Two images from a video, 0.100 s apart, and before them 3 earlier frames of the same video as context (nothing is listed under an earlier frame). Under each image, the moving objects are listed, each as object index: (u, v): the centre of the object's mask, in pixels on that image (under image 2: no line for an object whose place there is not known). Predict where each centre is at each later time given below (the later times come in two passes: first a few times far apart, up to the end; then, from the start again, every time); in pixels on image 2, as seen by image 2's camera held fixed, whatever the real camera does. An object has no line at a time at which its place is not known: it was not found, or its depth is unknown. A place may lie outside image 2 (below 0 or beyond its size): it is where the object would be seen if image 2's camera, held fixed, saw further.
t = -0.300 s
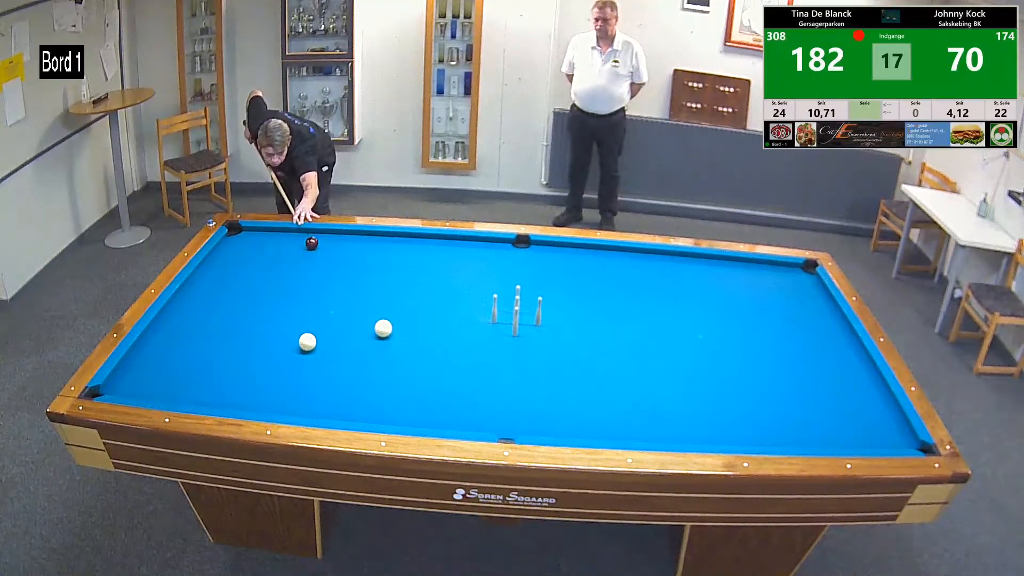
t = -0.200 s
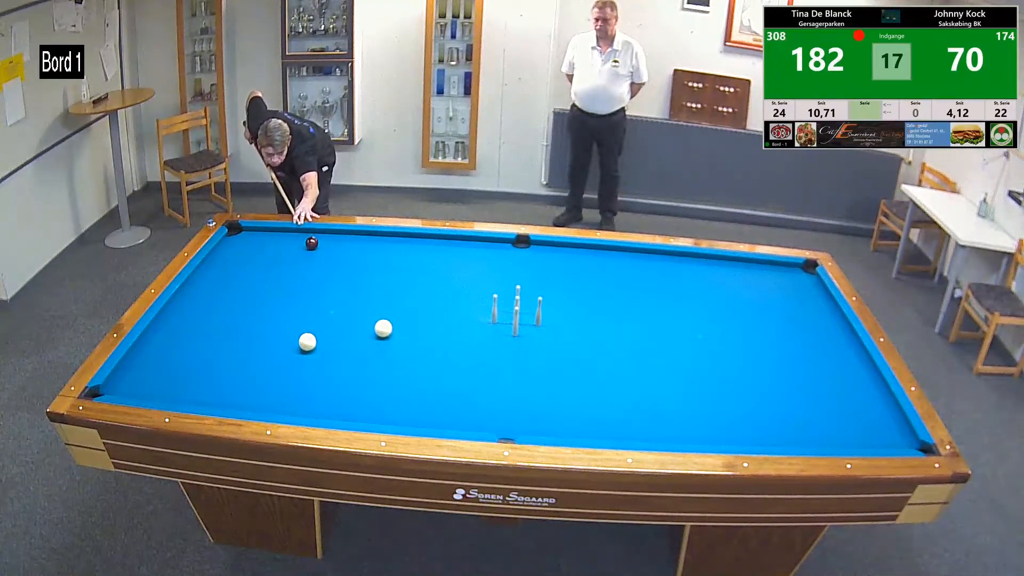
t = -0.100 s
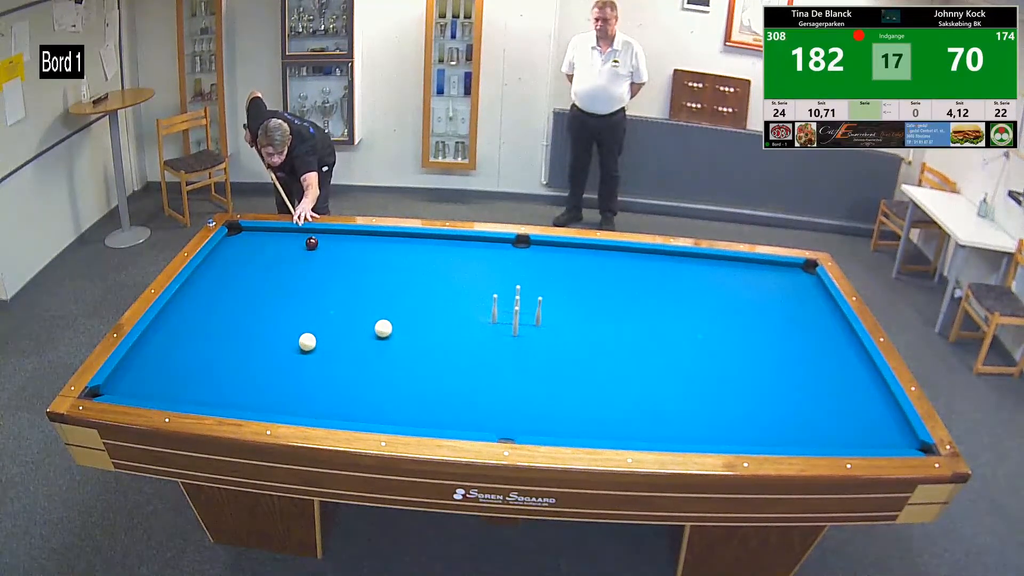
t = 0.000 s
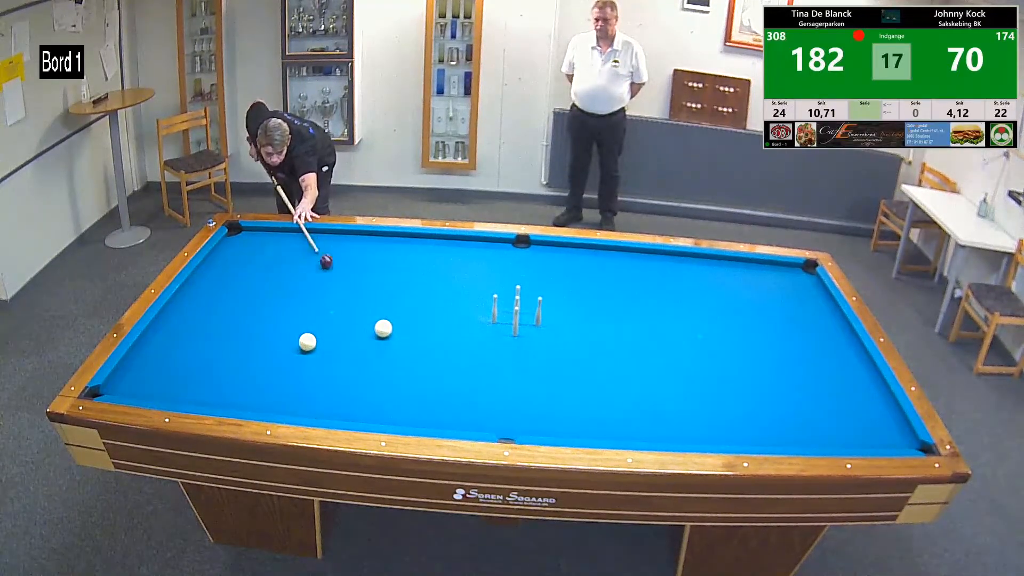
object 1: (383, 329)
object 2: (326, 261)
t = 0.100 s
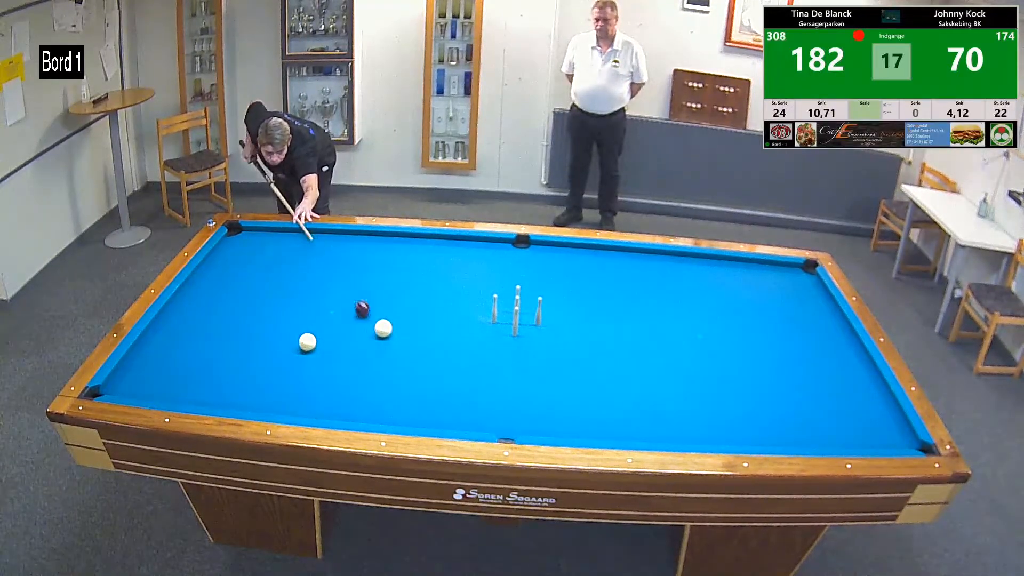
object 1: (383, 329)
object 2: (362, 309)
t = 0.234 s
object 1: (462, 382)
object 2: (352, 334)
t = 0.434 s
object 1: (584, 401)
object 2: (322, 352)
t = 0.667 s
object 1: (657, 350)
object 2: (285, 373)
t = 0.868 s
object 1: (704, 319)
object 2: (252, 392)
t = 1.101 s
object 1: (748, 290)
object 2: (222, 399)
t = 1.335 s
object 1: (784, 266)
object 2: (208, 383)
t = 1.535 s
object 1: (813, 280)
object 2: (196, 369)
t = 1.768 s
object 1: (814, 290)
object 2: (185, 355)
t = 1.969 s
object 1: (807, 297)
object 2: (175, 344)
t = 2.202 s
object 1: (799, 305)
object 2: (166, 331)
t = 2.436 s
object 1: (792, 313)
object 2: (158, 321)
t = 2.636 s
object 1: (785, 321)
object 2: (173, 314)
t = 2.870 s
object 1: (776, 329)
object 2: (189, 306)
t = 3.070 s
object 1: (769, 337)
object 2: (202, 300)
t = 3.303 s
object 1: (760, 346)
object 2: (217, 293)
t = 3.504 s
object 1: (752, 354)
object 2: (229, 288)
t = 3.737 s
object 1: (743, 364)
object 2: (242, 282)
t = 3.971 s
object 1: (734, 374)
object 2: (255, 277)
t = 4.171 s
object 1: (726, 382)
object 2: (265, 273)
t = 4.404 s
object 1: (717, 392)
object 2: (276, 267)
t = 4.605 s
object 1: (708, 400)
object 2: (286, 263)
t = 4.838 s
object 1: (699, 410)
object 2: (295, 259)
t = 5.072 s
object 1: (689, 420)
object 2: (304, 255)
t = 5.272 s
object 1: (681, 429)
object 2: (312, 252)
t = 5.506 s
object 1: (671, 437)
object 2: (320, 248)
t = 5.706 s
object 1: (663, 434)
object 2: (327, 245)
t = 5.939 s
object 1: (655, 429)
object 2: (334, 242)
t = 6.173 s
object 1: (647, 423)
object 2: (340, 239)
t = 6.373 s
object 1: (641, 419)
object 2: (345, 237)
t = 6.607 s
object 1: (635, 414)
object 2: (351, 235)
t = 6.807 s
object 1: (630, 410)
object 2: (354, 234)
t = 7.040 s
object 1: (624, 406)
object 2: (355, 235)
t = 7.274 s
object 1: (620, 403)
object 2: (357, 236)
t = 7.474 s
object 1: (616, 400)
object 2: (358, 237)
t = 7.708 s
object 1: (612, 397)
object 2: (358, 238)
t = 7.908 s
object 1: (610, 395)
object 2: (359, 239)
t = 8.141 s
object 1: (607, 394)
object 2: (360, 239)
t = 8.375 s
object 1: (604, 392)
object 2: (360, 240)
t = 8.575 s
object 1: (603, 391)
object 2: (360, 239)
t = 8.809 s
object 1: (602, 390)
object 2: (360, 240)
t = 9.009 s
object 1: (601, 390)
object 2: (360, 240)
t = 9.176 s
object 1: (601, 389)
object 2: (360, 240)
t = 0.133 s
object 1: (389, 333)
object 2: (371, 323)
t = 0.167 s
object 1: (412, 348)
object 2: (364, 327)
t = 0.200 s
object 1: (436, 365)
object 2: (358, 331)
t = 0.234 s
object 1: (462, 382)
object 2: (352, 334)
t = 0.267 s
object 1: (488, 399)
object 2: (347, 338)
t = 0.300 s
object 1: (516, 418)
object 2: (342, 340)
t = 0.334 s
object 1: (543, 430)
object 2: (336, 344)
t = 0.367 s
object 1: (558, 422)
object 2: (332, 346)
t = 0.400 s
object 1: (571, 411)
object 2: (326, 349)
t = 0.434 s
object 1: (584, 401)
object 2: (322, 352)
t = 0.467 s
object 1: (596, 392)
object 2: (317, 355)
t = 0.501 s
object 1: (608, 383)
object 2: (311, 358)
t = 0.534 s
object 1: (619, 375)
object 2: (306, 361)
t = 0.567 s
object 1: (629, 368)
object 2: (301, 364)
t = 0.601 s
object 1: (639, 362)
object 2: (295, 367)
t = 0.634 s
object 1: (648, 356)
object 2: (290, 370)
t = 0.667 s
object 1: (657, 350)
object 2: (285, 373)
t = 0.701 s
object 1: (665, 344)
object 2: (279, 376)
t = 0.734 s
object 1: (674, 339)
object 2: (274, 380)
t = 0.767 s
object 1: (681, 334)
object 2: (269, 383)
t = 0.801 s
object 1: (689, 329)
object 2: (263, 386)
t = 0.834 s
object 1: (697, 324)
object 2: (258, 389)
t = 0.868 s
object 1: (704, 319)
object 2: (252, 392)
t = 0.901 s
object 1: (711, 315)
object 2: (247, 396)
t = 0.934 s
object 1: (717, 310)
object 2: (241, 399)
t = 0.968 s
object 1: (724, 306)
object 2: (236, 401)
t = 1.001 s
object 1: (730, 302)
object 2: (230, 403)
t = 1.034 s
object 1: (736, 298)
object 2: (226, 403)
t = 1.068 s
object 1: (742, 293)
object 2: (224, 401)
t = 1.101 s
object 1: (748, 290)
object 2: (222, 399)
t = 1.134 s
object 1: (754, 286)
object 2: (220, 398)
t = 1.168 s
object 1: (759, 282)
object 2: (218, 395)
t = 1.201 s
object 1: (764, 279)
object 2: (216, 393)
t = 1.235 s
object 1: (769, 275)
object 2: (214, 390)
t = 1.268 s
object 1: (774, 272)
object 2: (212, 388)
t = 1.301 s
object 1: (779, 269)
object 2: (210, 385)
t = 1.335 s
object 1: (784, 266)
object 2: (208, 383)
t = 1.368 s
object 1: (788, 266)
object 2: (206, 381)
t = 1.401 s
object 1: (793, 269)
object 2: (204, 378)
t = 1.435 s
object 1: (798, 272)
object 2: (202, 376)
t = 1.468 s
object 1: (803, 275)
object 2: (200, 374)
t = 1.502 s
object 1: (808, 278)
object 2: (198, 372)
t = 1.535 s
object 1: (813, 280)
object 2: (196, 369)
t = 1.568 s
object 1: (818, 283)
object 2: (195, 368)
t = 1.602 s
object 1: (819, 285)
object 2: (193, 365)
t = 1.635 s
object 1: (818, 286)
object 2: (191, 363)
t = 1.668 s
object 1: (817, 287)
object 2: (189, 361)
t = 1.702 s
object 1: (816, 288)
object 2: (188, 359)
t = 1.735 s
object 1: (815, 289)
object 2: (186, 357)
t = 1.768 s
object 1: (814, 290)
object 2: (185, 355)
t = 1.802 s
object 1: (812, 291)
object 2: (183, 353)
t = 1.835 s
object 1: (811, 292)
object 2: (181, 351)
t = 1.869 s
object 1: (810, 293)
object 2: (180, 349)
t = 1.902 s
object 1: (809, 295)
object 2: (178, 347)
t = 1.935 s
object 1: (808, 296)
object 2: (177, 346)
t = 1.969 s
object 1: (807, 297)
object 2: (175, 344)
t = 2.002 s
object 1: (806, 298)
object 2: (174, 342)
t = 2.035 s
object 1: (805, 299)
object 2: (172, 340)
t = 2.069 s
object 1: (804, 300)
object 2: (171, 338)
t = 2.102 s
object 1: (803, 301)
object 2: (170, 336)
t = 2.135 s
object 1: (802, 303)
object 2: (168, 335)
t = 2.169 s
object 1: (801, 304)
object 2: (167, 333)
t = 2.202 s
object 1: (799, 305)
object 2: (166, 331)
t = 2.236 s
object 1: (798, 306)
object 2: (164, 330)
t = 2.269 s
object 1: (797, 307)
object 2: (163, 328)
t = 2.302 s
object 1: (796, 308)
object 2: (162, 327)
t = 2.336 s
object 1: (795, 310)
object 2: (161, 325)
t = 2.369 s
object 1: (794, 311)
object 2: (160, 323)
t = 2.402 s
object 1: (793, 312)
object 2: (157, 322)
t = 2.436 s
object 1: (792, 313)
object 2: (158, 321)
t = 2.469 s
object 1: (790, 314)
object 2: (161, 320)
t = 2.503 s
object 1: (789, 316)
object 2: (163, 319)
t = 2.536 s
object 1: (788, 317)
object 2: (166, 317)
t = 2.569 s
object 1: (787, 318)
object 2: (168, 316)
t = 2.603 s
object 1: (786, 319)
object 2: (171, 315)
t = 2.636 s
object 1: (785, 321)
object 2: (173, 314)
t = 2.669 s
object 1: (783, 322)
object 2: (176, 313)
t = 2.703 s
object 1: (782, 323)
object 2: (178, 312)
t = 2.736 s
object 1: (781, 324)
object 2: (180, 310)
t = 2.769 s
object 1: (780, 326)
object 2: (182, 309)
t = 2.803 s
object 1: (779, 327)
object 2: (185, 308)
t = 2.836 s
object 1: (777, 328)
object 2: (187, 307)
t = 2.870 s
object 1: (776, 329)
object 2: (189, 306)
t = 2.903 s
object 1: (775, 331)
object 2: (191, 305)
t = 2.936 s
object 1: (774, 332)
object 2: (194, 304)
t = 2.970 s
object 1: (772, 333)
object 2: (196, 303)
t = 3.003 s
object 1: (771, 335)
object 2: (198, 302)
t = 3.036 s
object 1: (770, 336)
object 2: (200, 301)
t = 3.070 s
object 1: (769, 337)
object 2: (202, 300)
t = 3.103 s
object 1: (768, 339)
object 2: (204, 299)
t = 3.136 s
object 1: (766, 340)
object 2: (207, 298)
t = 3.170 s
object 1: (765, 341)
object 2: (209, 297)
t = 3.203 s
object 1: (764, 342)
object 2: (211, 296)
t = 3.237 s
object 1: (762, 344)
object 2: (213, 295)
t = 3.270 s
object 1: (761, 345)
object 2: (215, 294)
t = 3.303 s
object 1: (760, 346)
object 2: (217, 293)
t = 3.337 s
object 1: (759, 348)
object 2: (219, 293)
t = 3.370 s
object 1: (757, 349)
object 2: (221, 292)
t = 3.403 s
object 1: (756, 350)
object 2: (223, 291)
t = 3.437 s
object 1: (755, 352)
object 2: (225, 290)
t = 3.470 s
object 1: (754, 353)
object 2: (227, 289)
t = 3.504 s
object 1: (752, 354)
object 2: (229, 288)
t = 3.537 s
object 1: (751, 356)
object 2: (231, 287)
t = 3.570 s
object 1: (750, 357)
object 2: (233, 287)
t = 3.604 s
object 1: (749, 358)
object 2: (235, 286)
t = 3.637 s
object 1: (747, 360)
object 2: (237, 285)
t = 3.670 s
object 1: (746, 361)
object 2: (239, 284)
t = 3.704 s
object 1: (744, 362)
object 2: (240, 283)
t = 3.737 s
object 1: (743, 364)
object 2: (242, 282)
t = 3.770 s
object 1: (742, 365)
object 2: (244, 281)
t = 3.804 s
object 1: (741, 367)
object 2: (246, 281)
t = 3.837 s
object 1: (739, 368)
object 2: (248, 280)
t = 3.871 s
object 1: (738, 369)
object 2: (249, 279)
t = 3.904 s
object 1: (737, 371)
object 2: (251, 278)
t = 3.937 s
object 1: (735, 372)
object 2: (253, 278)
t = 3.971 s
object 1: (734, 374)
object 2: (255, 277)
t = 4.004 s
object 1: (733, 375)
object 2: (257, 276)
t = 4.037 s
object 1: (731, 376)
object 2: (258, 275)
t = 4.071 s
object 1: (730, 378)
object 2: (260, 275)
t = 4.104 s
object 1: (729, 379)
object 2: (262, 274)
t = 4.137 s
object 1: (727, 381)
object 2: (263, 273)
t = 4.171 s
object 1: (726, 382)
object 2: (265, 273)
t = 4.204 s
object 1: (725, 383)
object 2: (267, 272)
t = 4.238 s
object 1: (723, 385)
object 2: (268, 271)
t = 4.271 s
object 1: (722, 386)
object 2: (270, 270)
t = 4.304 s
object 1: (721, 387)
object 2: (272, 269)
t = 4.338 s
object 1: (719, 389)
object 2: (273, 269)
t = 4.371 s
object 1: (718, 390)
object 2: (275, 268)
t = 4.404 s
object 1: (717, 392)
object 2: (276, 267)
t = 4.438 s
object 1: (715, 393)
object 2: (278, 267)
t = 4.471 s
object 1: (714, 394)
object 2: (279, 266)
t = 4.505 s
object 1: (712, 396)
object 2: (281, 265)
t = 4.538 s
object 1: (711, 397)
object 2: (282, 265)
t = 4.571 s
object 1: (710, 399)
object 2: (284, 264)
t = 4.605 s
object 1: (708, 400)
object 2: (286, 263)
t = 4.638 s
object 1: (707, 402)
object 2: (287, 263)
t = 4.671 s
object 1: (706, 403)
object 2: (288, 262)
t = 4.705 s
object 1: (704, 404)
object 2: (290, 262)
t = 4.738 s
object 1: (703, 406)
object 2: (291, 261)
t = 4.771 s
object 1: (701, 407)
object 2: (293, 260)
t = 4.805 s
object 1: (700, 409)
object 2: (294, 259)
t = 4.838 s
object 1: (699, 410)
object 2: (295, 259)
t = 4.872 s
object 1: (697, 412)
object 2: (297, 258)
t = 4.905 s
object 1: (696, 413)
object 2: (298, 258)
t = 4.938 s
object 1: (695, 414)
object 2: (299, 257)
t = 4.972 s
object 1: (693, 416)
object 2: (301, 257)
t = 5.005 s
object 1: (692, 417)
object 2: (302, 256)
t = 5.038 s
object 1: (690, 419)
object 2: (303, 255)
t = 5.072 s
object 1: (689, 420)
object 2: (304, 255)
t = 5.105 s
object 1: (688, 422)
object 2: (306, 254)
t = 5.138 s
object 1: (686, 423)
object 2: (307, 254)
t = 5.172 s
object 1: (685, 425)
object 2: (308, 253)
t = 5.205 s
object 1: (683, 426)
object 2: (310, 253)
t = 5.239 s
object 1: (682, 427)
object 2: (311, 252)
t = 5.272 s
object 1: (681, 429)
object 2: (312, 252)
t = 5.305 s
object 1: (679, 430)
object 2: (313, 251)
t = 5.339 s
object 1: (678, 432)
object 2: (314, 251)
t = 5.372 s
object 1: (676, 433)
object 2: (315, 250)
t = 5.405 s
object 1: (675, 434)
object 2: (317, 250)
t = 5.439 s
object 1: (674, 435)
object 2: (318, 249)
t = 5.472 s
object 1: (672, 436)
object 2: (319, 249)
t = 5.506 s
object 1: (671, 437)
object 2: (320, 248)
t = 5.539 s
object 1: (670, 437)
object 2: (321, 248)
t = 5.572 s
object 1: (668, 436)
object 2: (322, 247)
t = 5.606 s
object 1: (667, 435)
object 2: (323, 247)
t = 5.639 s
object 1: (666, 435)
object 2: (324, 246)
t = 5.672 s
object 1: (665, 434)
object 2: (326, 246)
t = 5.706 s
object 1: (663, 434)
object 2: (327, 245)
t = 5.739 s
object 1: (662, 433)
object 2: (328, 245)
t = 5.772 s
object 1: (661, 433)
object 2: (329, 244)
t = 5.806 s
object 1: (660, 432)
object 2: (330, 244)
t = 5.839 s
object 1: (658, 431)
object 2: (331, 244)
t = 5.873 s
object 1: (657, 431)
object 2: (332, 243)
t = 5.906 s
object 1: (656, 430)
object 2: (333, 243)
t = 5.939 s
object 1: (655, 429)
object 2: (334, 242)
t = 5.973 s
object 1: (654, 428)
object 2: (335, 242)
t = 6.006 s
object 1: (653, 427)
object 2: (335, 242)
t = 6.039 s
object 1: (651, 426)
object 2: (336, 241)
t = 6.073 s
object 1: (650, 425)
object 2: (337, 241)
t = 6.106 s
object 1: (649, 425)
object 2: (338, 240)
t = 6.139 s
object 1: (648, 424)
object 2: (339, 239)
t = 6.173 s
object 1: (647, 423)
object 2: (340, 239)
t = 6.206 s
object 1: (646, 422)
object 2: (341, 239)
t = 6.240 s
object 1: (645, 422)
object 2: (342, 238)
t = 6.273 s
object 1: (644, 420)
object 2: (343, 238)
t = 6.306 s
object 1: (643, 420)
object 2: (344, 238)
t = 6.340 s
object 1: (642, 419)
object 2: (345, 237)
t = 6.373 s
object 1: (641, 419)
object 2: (345, 237)
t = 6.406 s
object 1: (640, 418)
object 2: (346, 237)
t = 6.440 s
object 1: (639, 417)
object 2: (347, 236)
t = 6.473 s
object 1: (638, 416)
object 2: (348, 236)
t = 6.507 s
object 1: (637, 416)
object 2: (349, 236)
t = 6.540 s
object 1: (637, 415)
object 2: (349, 235)
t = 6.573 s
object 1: (636, 414)
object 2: (350, 235)
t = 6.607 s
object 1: (635, 414)
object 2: (351, 235)
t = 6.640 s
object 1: (634, 413)
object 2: (351, 234)
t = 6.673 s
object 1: (633, 413)
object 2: (352, 234)
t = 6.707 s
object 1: (632, 412)
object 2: (353, 234)
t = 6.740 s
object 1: (631, 411)
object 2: (353, 234)
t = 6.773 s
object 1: (631, 410)
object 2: (354, 234)
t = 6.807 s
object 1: (630, 410)
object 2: (354, 234)
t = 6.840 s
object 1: (629, 409)
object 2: (354, 234)
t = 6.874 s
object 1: (628, 409)
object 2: (354, 234)
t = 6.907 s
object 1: (627, 408)
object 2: (355, 234)
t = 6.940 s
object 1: (627, 408)
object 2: (355, 234)
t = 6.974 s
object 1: (626, 407)
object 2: (355, 234)
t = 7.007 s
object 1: (625, 407)
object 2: (355, 235)
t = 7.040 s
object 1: (624, 406)
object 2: (355, 235)
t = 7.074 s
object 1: (624, 406)
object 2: (356, 235)
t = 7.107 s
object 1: (623, 405)
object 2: (356, 235)
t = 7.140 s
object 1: (622, 405)
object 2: (356, 235)
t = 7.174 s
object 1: (621, 404)
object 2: (356, 235)
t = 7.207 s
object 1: (621, 403)
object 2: (356, 236)
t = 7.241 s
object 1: (620, 403)
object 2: (356, 236)
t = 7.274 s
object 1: (620, 403)
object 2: (357, 236)
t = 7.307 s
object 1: (619, 402)
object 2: (357, 236)
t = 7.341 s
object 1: (619, 402)
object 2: (357, 236)
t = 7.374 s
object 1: (618, 401)
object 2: (357, 236)
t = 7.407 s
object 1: (617, 401)
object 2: (357, 237)
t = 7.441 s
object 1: (617, 400)
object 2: (357, 237)
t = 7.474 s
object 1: (616, 400)
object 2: (358, 237)
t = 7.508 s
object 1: (615, 399)
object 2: (358, 237)
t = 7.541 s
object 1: (615, 399)
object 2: (358, 237)
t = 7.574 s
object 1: (614, 399)
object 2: (358, 237)
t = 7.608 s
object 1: (614, 398)
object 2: (358, 237)
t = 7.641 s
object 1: (613, 398)
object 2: (358, 238)
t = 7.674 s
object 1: (613, 398)
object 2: (358, 238)
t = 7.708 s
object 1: (612, 397)
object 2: (358, 238)
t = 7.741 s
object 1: (612, 397)
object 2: (358, 238)
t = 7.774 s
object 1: (611, 397)
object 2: (359, 238)
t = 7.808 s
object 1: (611, 396)
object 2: (359, 238)
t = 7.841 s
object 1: (610, 396)
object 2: (359, 238)
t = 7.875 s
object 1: (610, 395)
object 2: (359, 238)
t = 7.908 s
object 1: (610, 395)
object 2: (359, 239)
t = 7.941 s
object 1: (609, 395)
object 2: (359, 239)
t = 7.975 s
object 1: (609, 395)
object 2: (359, 239)
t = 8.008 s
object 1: (608, 394)
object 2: (359, 239)
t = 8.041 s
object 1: (608, 394)
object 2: (359, 239)
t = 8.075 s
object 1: (607, 394)
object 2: (359, 239)
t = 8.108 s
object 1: (607, 394)
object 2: (359, 239)
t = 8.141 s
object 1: (607, 394)
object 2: (360, 239)
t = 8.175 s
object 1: (606, 393)
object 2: (360, 239)
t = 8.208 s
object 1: (606, 393)
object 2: (360, 239)
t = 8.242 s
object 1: (606, 393)
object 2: (360, 239)
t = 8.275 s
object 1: (605, 393)
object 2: (360, 239)
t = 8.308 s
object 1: (605, 393)
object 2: (360, 239)
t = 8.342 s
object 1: (605, 392)
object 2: (360, 239)
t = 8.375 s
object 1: (604, 392)
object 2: (360, 240)
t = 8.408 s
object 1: (604, 392)
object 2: (360, 239)
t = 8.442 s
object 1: (604, 392)
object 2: (360, 240)
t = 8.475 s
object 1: (604, 392)
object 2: (360, 240)
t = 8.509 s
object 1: (603, 391)
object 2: (360, 240)
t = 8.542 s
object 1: (603, 391)
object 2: (360, 240)
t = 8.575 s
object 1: (603, 391)
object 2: (360, 239)
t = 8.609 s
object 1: (603, 391)
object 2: (360, 240)
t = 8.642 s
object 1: (603, 391)
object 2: (360, 240)
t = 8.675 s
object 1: (602, 390)
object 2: (360, 240)
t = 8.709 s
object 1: (602, 391)
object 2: (360, 240)
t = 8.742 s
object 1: (602, 390)
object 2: (360, 240)
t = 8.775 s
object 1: (602, 390)
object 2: (360, 240)
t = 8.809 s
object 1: (602, 390)
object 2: (360, 240)
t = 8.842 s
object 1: (602, 390)
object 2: (360, 240)
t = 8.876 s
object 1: (602, 390)
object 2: (360, 240)
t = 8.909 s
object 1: (601, 390)
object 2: (360, 240)
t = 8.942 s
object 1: (601, 390)
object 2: (360, 240)
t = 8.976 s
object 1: (601, 390)
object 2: (360, 240)
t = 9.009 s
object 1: (601, 390)
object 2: (360, 240)
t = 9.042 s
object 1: (601, 390)
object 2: (360, 239)
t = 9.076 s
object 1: (601, 390)
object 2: (360, 239)
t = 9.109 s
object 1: (601, 390)
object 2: (360, 239)
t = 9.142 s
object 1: (601, 390)
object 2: (360, 239)
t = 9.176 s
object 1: (601, 389)
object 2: (360, 240)
